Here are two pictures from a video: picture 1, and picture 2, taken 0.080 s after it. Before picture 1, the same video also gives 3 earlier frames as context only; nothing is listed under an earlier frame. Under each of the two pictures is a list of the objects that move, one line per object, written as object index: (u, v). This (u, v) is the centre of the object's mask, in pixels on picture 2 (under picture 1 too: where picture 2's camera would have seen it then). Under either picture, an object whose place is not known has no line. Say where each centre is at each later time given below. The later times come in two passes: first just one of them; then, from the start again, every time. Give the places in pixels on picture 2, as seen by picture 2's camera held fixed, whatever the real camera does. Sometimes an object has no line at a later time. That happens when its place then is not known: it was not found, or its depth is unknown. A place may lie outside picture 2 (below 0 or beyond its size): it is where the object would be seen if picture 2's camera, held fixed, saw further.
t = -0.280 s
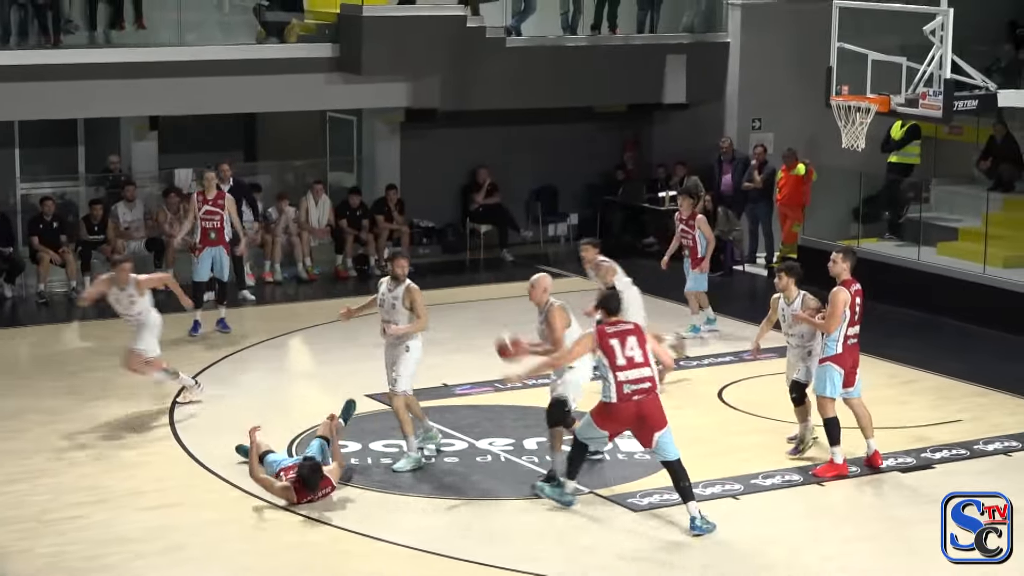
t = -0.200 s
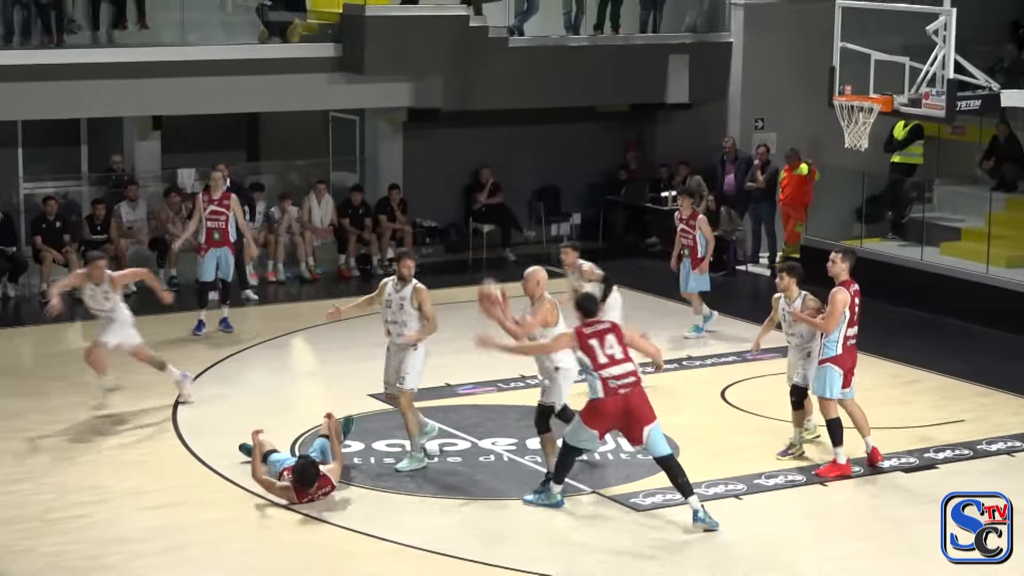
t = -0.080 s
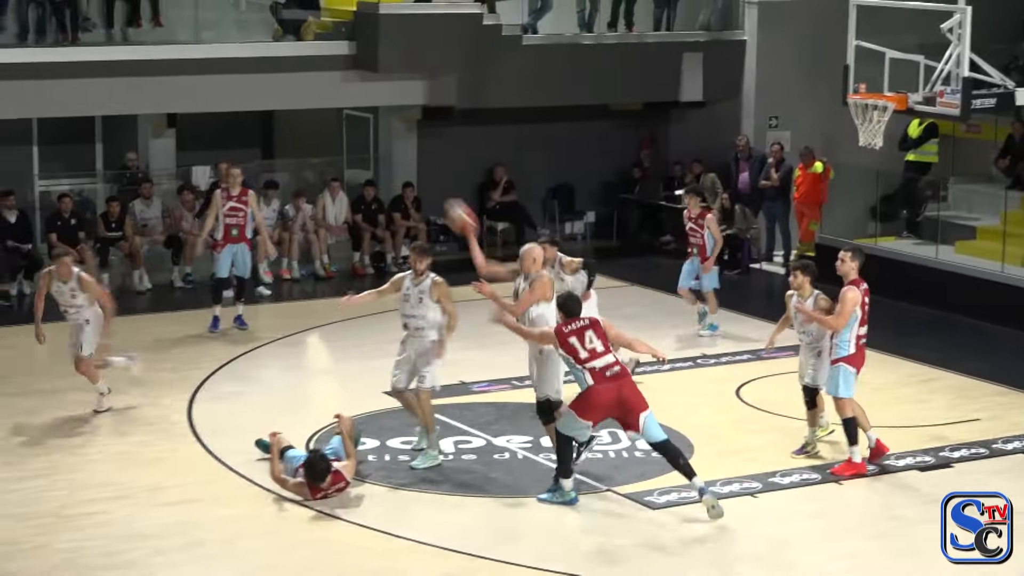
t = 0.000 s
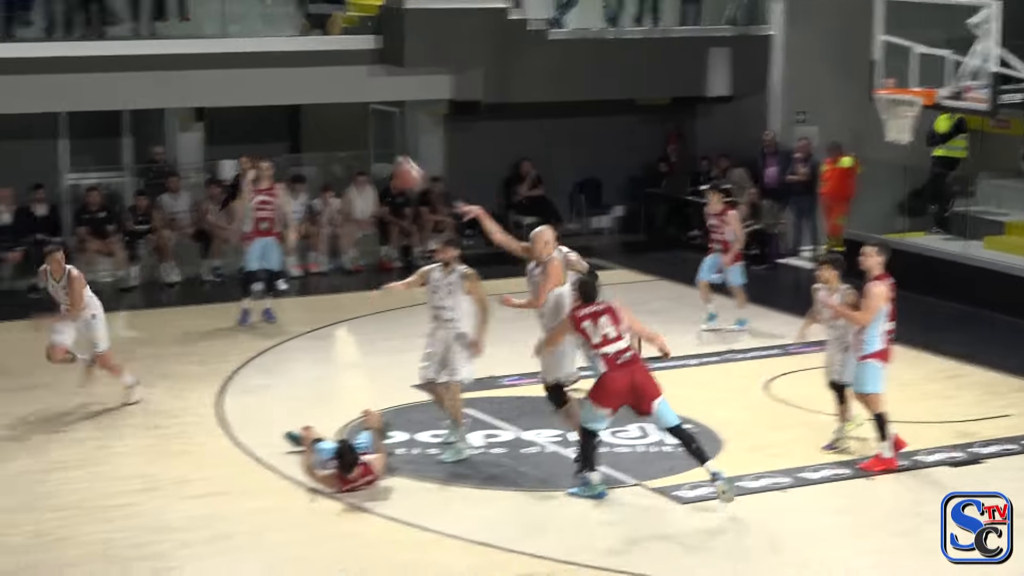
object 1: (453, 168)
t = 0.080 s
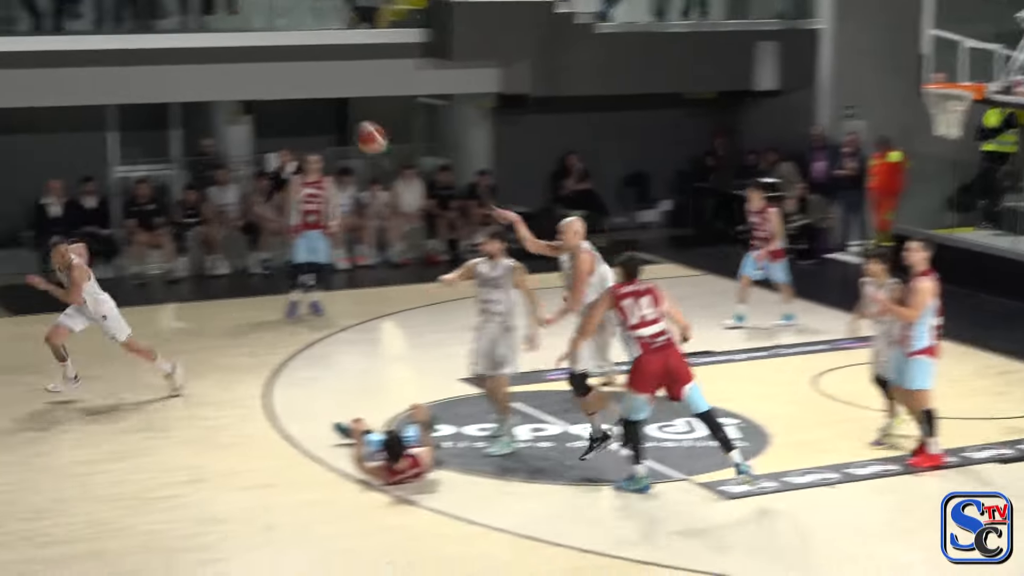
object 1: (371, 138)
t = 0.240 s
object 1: (200, 101)
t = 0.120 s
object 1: (329, 126)
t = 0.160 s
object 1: (286, 116)
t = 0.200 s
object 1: (243, 108)
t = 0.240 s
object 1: (200, 101)
